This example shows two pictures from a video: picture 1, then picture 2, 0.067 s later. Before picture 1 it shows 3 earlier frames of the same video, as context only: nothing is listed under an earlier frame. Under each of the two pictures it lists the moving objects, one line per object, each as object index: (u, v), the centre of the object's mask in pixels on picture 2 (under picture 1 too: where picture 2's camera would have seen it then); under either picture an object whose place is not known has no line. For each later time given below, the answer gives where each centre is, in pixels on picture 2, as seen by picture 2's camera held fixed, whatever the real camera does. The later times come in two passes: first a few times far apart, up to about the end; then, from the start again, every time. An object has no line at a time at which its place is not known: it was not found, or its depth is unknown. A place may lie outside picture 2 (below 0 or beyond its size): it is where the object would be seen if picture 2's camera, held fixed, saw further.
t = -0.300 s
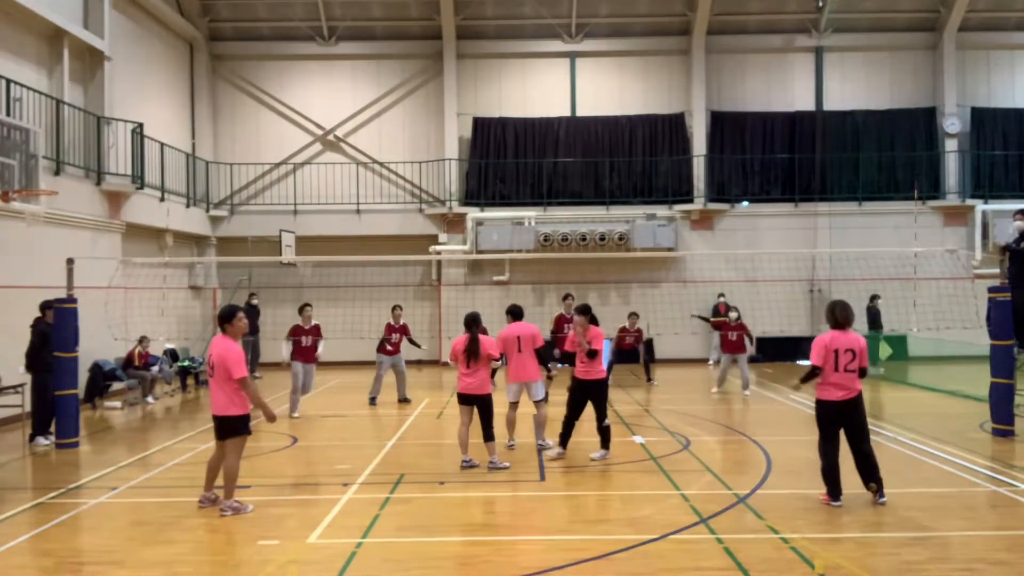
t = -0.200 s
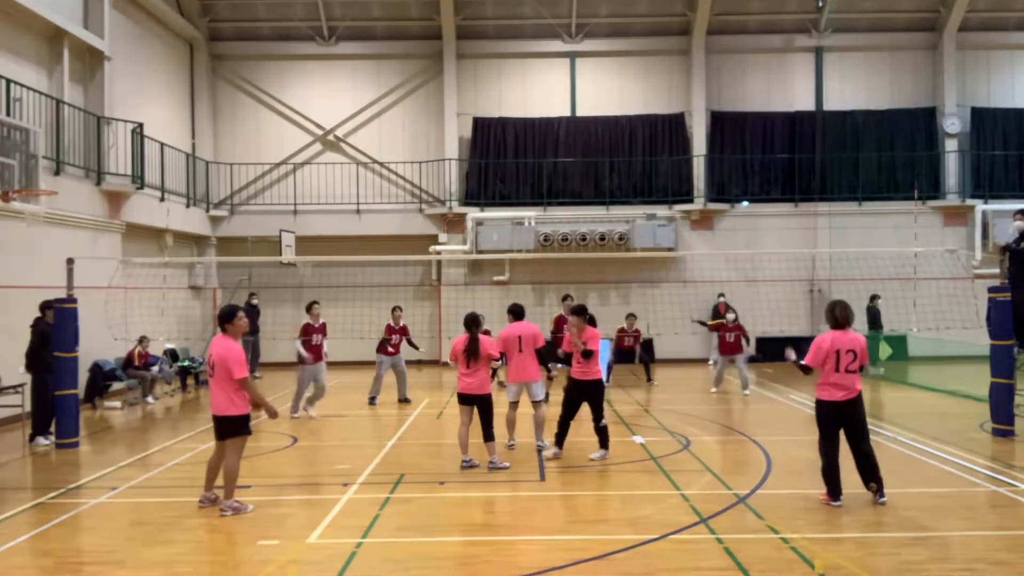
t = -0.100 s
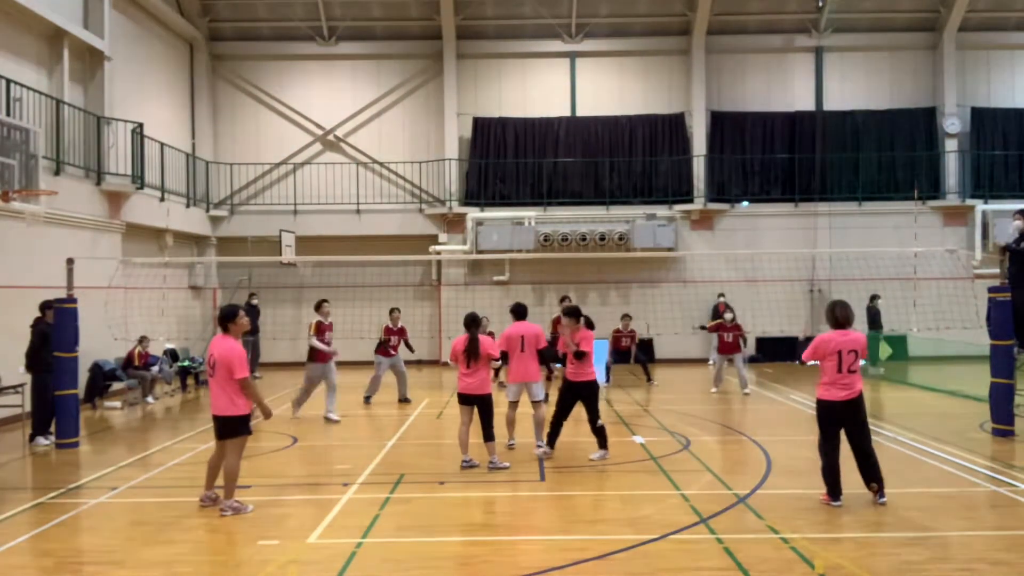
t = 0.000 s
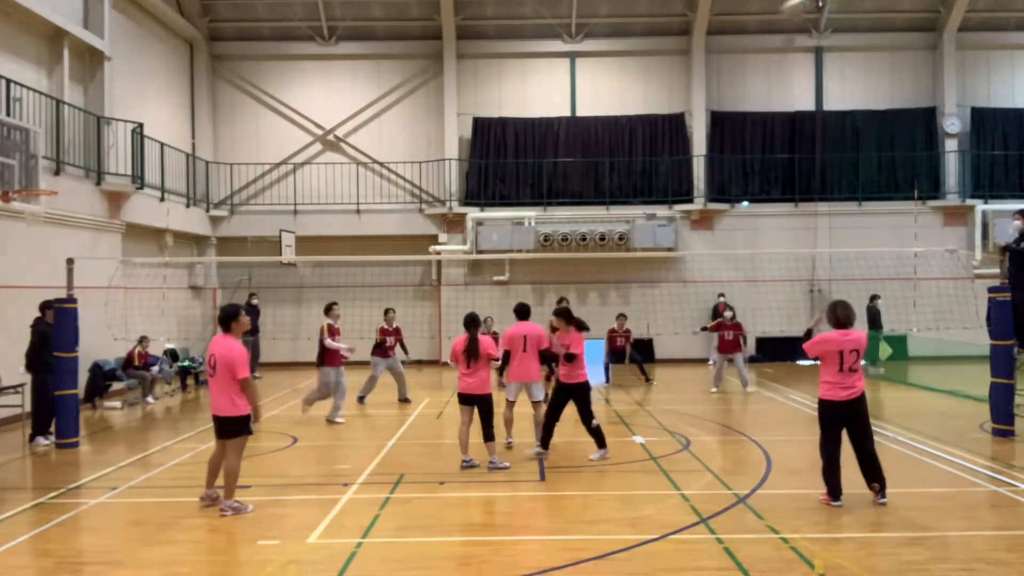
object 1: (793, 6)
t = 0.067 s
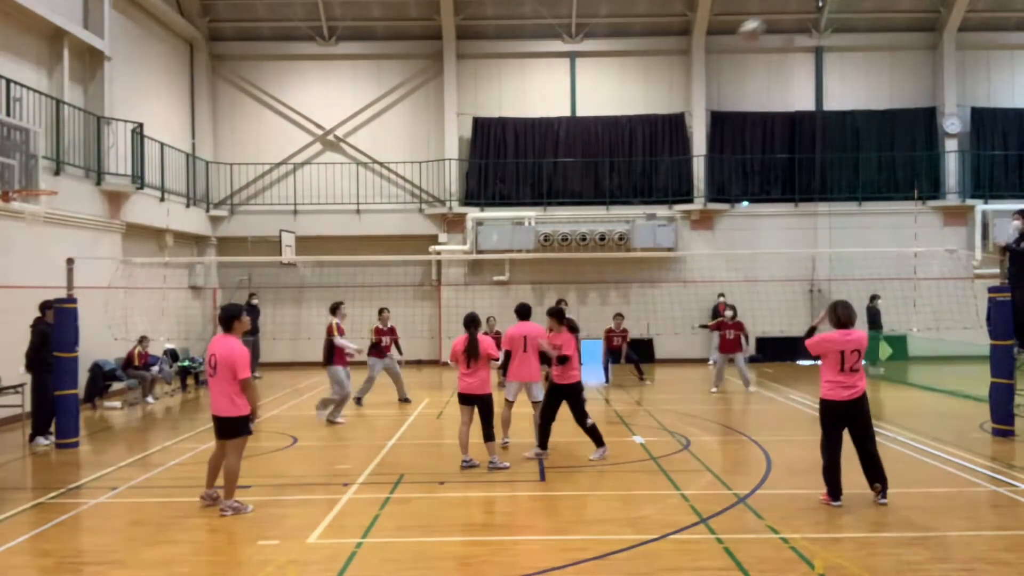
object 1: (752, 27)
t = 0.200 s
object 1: (679, 76)
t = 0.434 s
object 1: (599, 164)
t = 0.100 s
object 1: (730, 38)
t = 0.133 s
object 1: (712, 51)
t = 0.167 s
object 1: (695, 63)
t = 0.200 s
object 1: (679, 76)
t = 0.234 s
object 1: (665, 89)
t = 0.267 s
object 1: (652, 103)
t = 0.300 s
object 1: (640, 117)
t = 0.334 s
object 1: (628, 127)
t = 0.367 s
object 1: (618, 139)
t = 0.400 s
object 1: (608, 152)
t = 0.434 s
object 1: (599, 164)
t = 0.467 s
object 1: (590, 176)
